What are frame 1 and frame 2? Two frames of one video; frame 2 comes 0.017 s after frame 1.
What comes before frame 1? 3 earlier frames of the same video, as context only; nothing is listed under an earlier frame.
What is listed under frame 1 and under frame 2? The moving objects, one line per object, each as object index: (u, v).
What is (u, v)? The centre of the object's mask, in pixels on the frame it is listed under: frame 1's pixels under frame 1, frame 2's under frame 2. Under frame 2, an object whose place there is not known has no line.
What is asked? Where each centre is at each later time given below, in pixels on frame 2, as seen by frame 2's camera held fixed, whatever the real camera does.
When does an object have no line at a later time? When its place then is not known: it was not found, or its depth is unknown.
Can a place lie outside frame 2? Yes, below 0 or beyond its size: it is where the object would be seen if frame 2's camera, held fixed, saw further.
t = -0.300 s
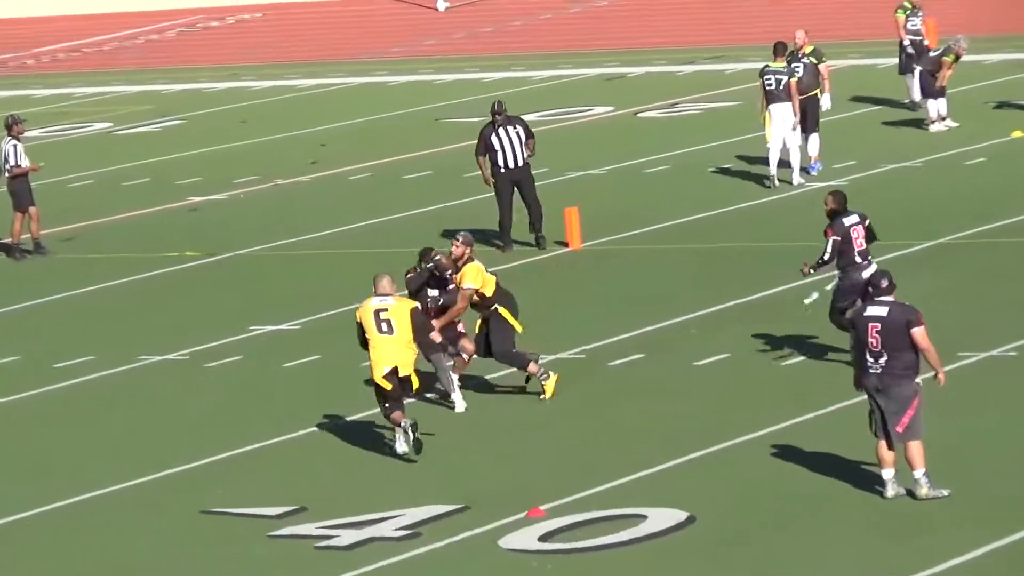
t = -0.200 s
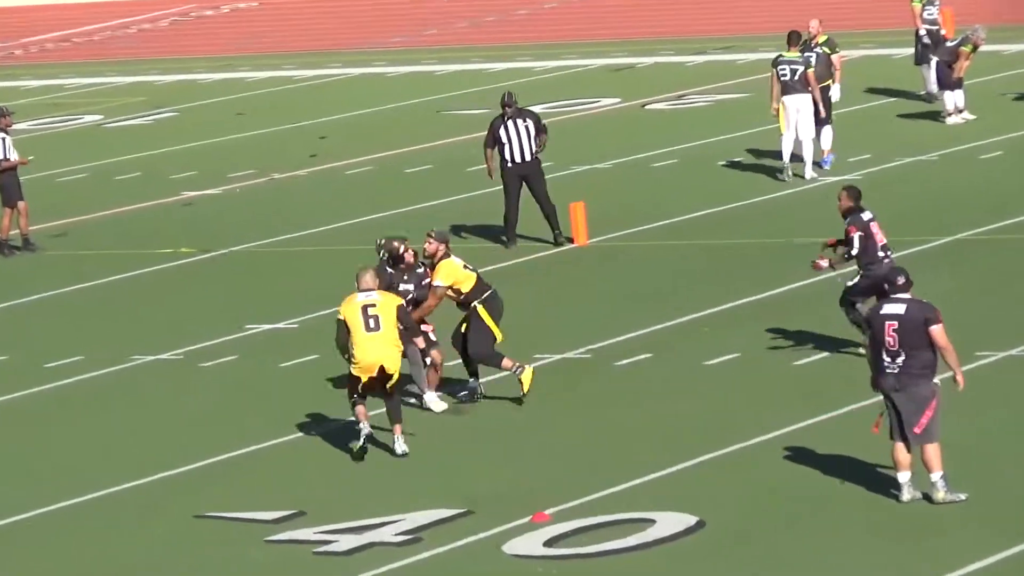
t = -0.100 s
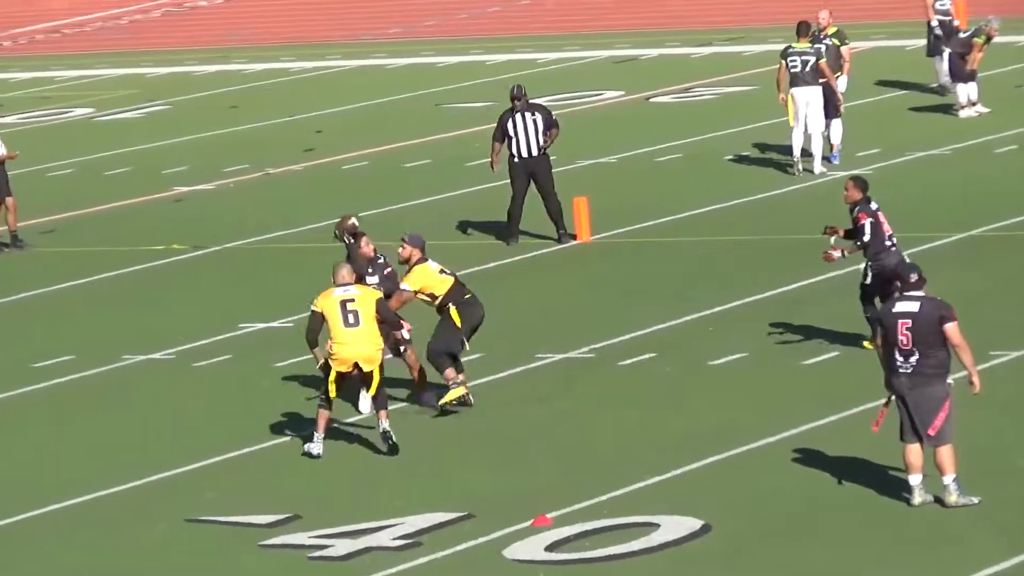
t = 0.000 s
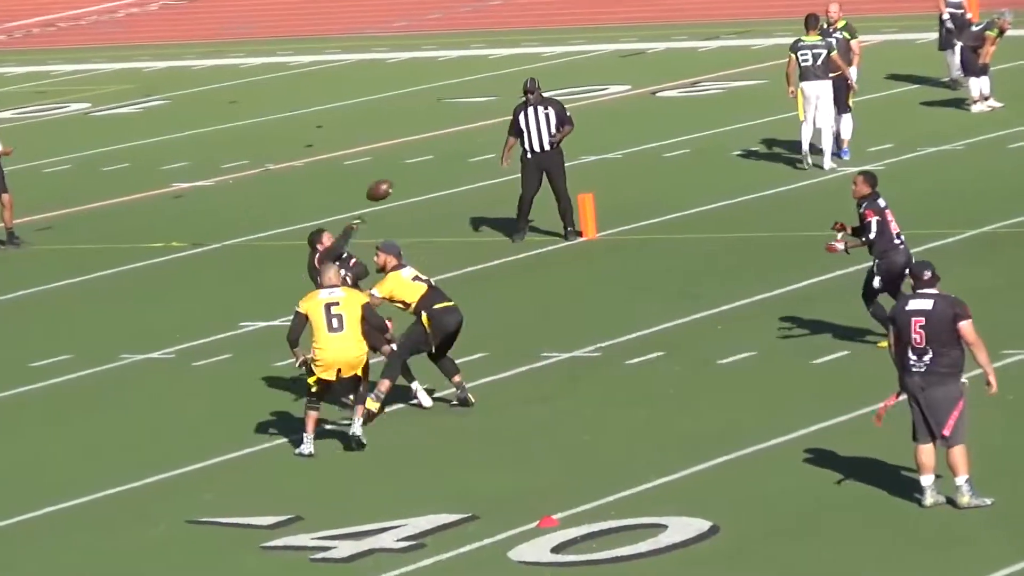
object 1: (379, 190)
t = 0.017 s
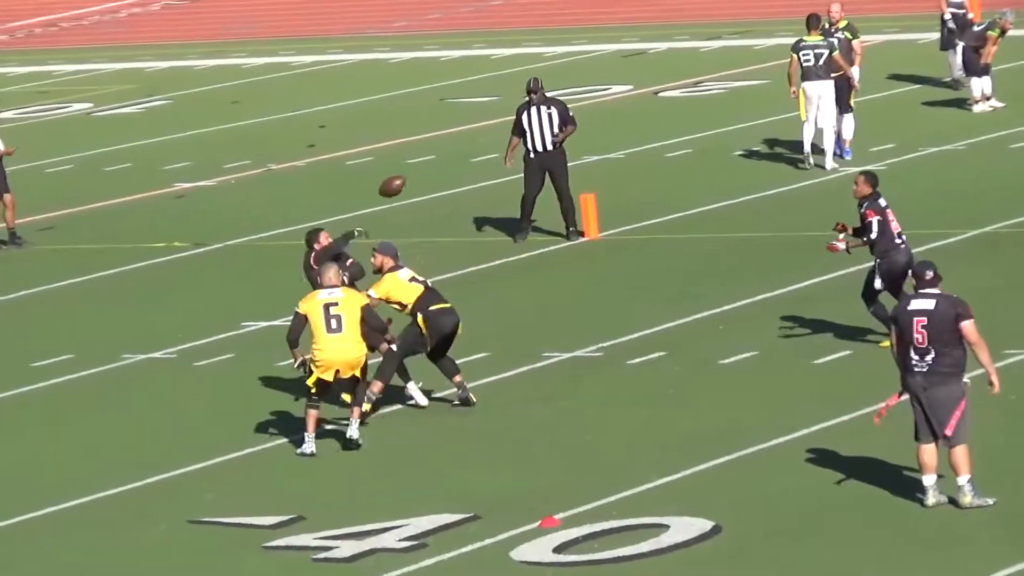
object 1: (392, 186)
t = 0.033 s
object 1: (403, 183)
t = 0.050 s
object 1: (416, 179)
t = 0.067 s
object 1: (427, 176)
